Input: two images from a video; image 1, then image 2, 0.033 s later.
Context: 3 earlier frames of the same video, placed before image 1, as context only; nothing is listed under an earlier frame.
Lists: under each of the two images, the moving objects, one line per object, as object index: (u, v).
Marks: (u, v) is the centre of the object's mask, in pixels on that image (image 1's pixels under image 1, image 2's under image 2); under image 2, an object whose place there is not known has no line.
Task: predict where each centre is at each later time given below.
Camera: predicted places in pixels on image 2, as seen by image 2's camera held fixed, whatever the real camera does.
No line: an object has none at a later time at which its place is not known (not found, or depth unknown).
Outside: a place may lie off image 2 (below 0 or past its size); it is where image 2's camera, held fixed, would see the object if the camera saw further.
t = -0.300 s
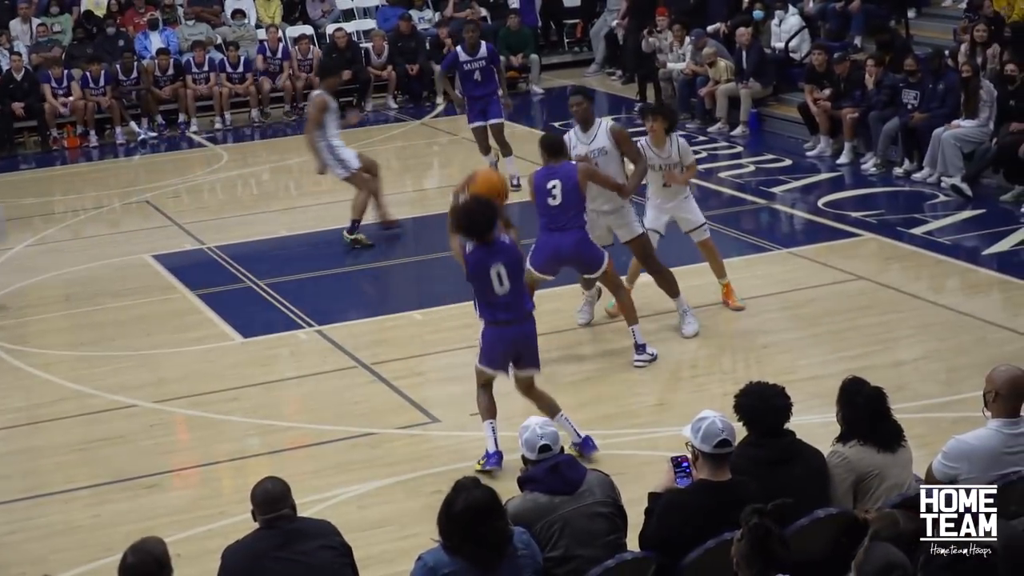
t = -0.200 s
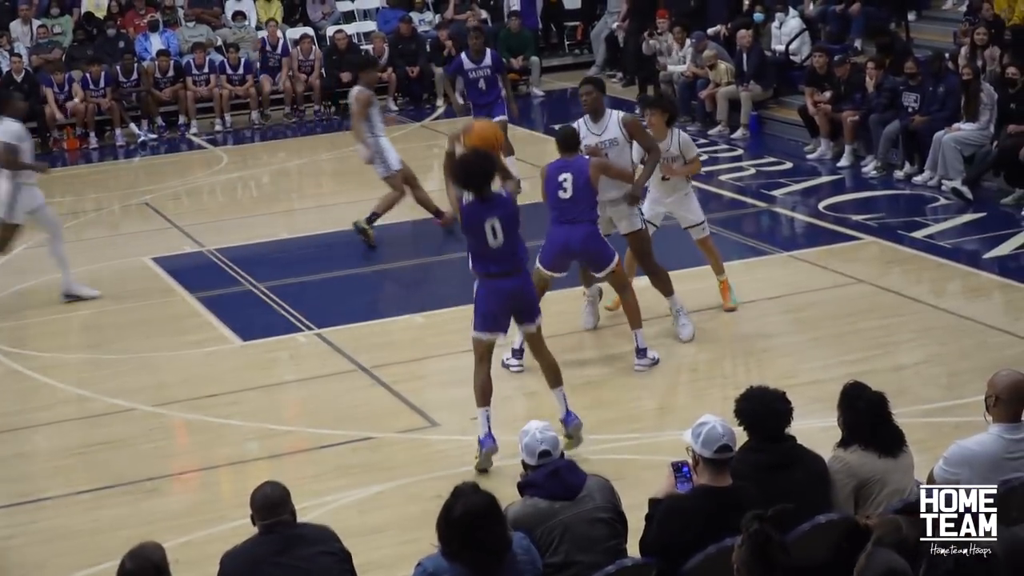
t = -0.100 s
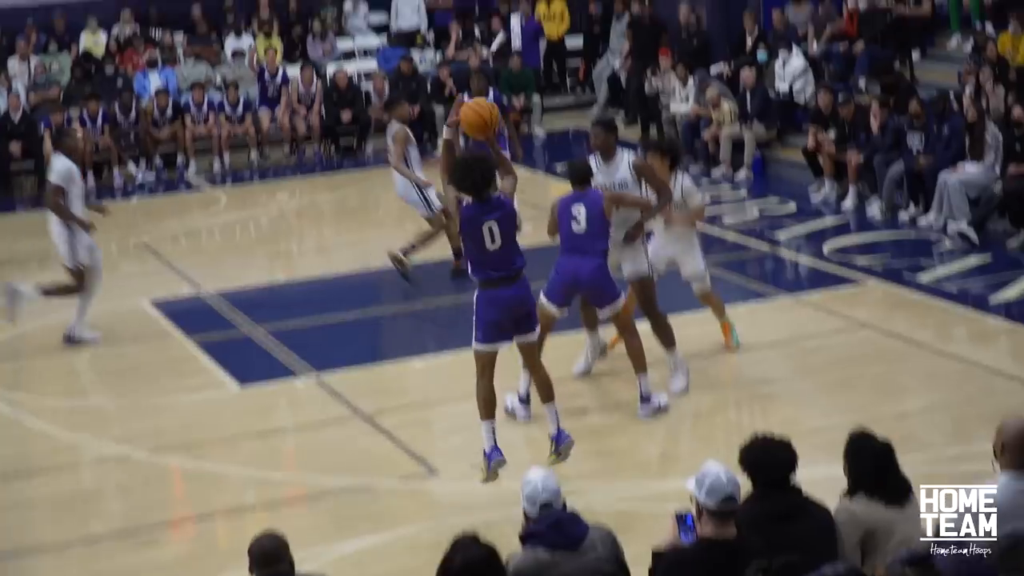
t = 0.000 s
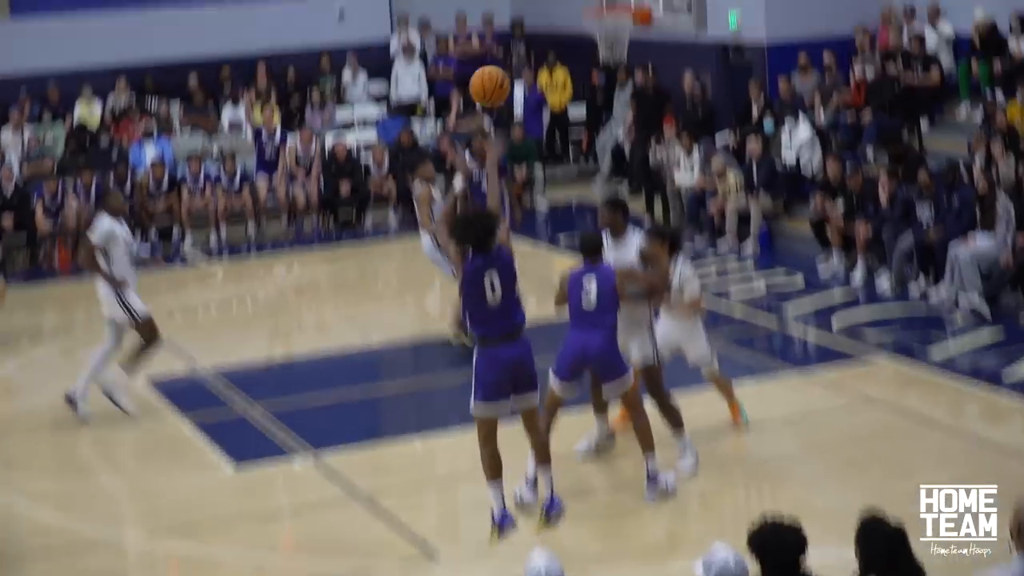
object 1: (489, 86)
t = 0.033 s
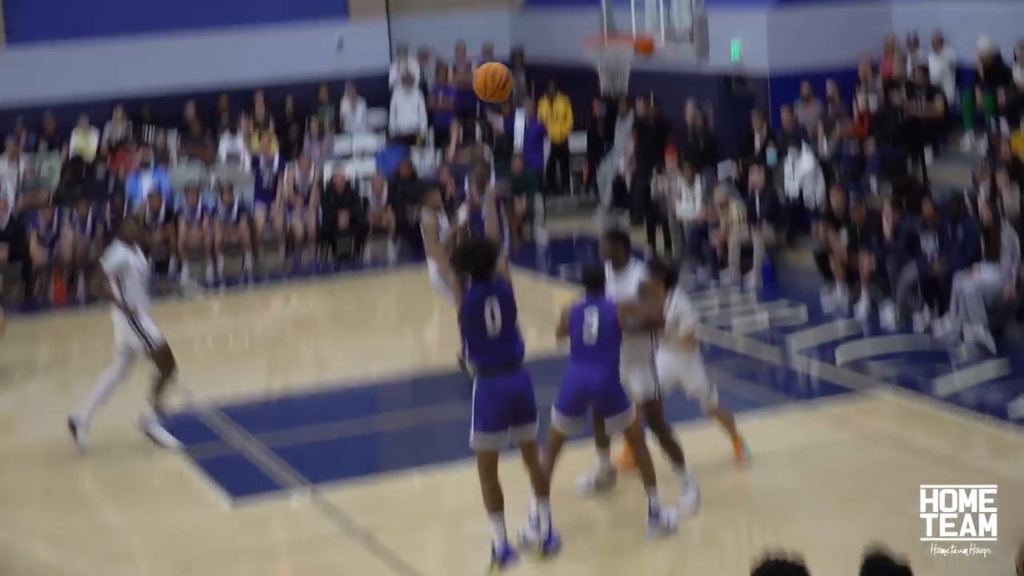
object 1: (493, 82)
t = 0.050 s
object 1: (494, 66)
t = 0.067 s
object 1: (495, 51)
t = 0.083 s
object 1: (497, 36)
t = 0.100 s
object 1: (498, 23)
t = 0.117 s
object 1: (500, 9)
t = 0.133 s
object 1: (501, -3)
